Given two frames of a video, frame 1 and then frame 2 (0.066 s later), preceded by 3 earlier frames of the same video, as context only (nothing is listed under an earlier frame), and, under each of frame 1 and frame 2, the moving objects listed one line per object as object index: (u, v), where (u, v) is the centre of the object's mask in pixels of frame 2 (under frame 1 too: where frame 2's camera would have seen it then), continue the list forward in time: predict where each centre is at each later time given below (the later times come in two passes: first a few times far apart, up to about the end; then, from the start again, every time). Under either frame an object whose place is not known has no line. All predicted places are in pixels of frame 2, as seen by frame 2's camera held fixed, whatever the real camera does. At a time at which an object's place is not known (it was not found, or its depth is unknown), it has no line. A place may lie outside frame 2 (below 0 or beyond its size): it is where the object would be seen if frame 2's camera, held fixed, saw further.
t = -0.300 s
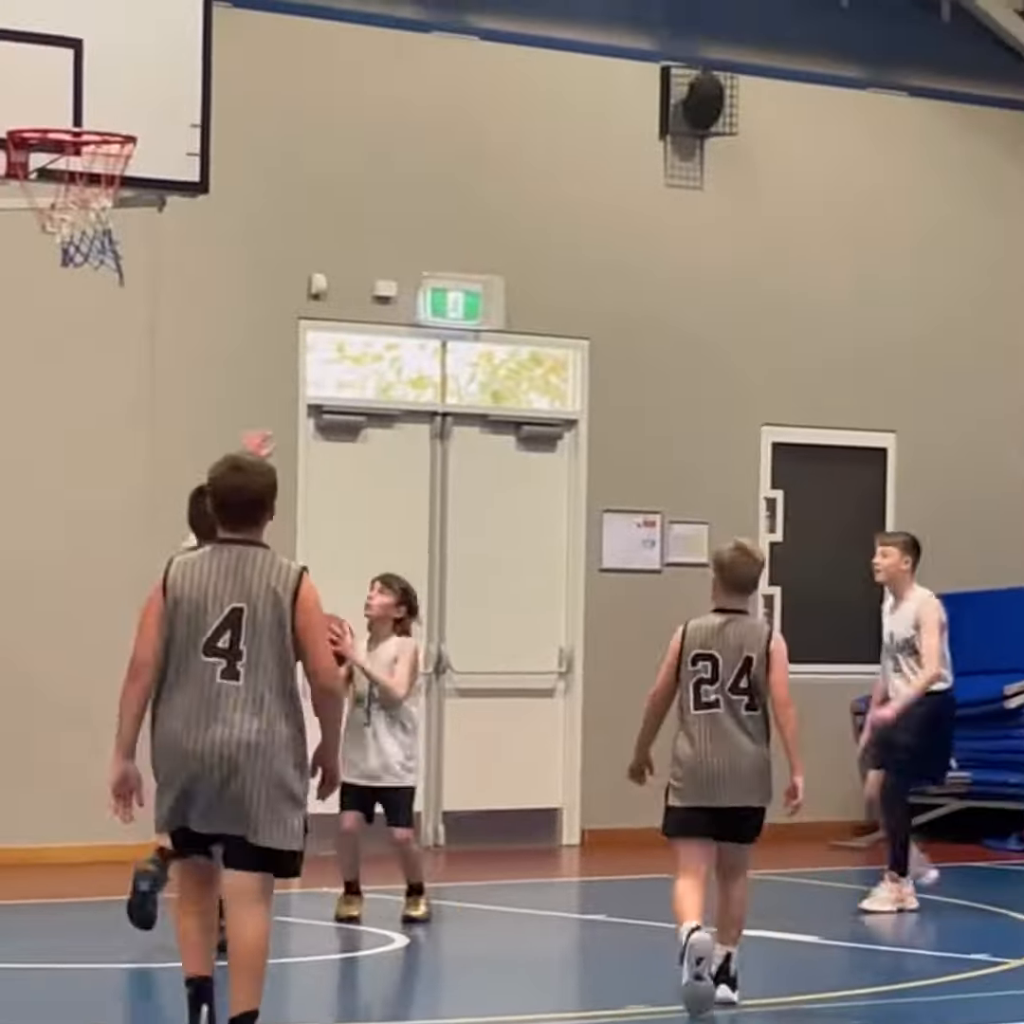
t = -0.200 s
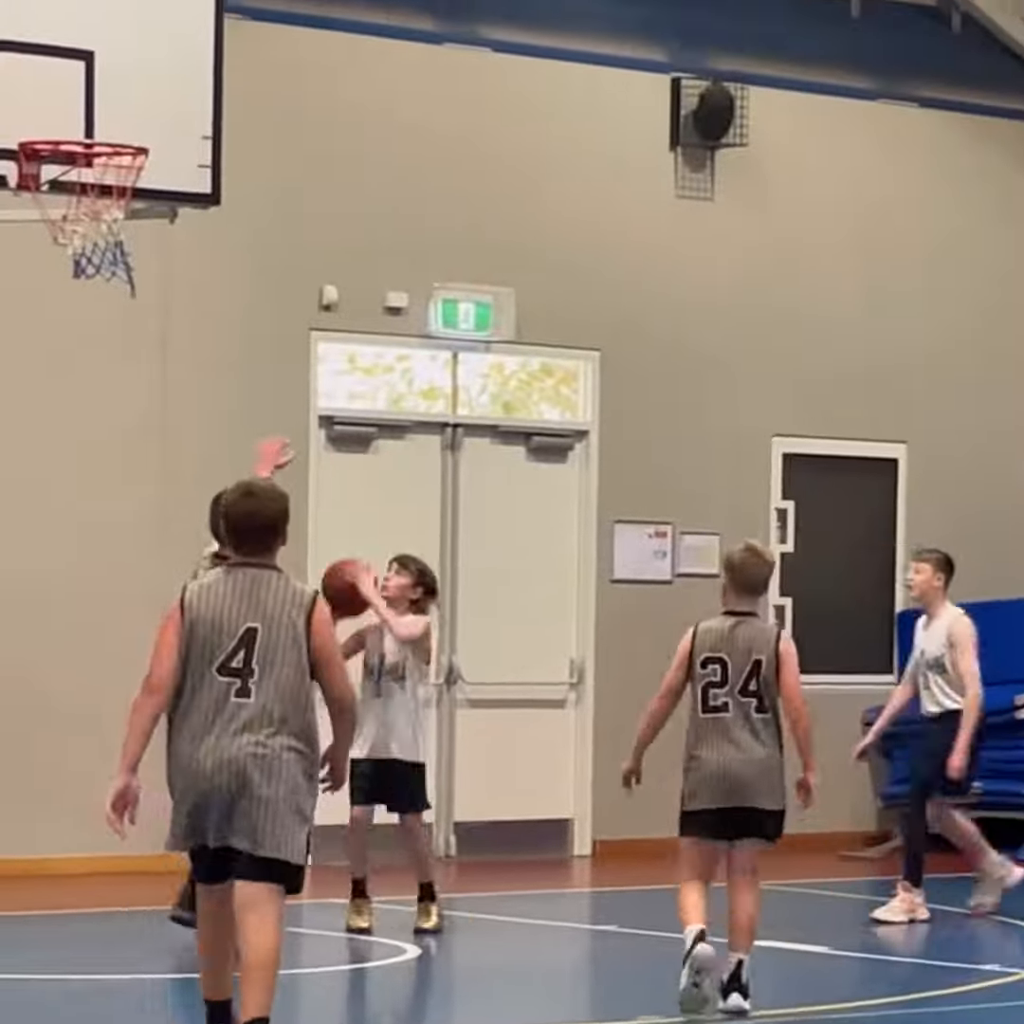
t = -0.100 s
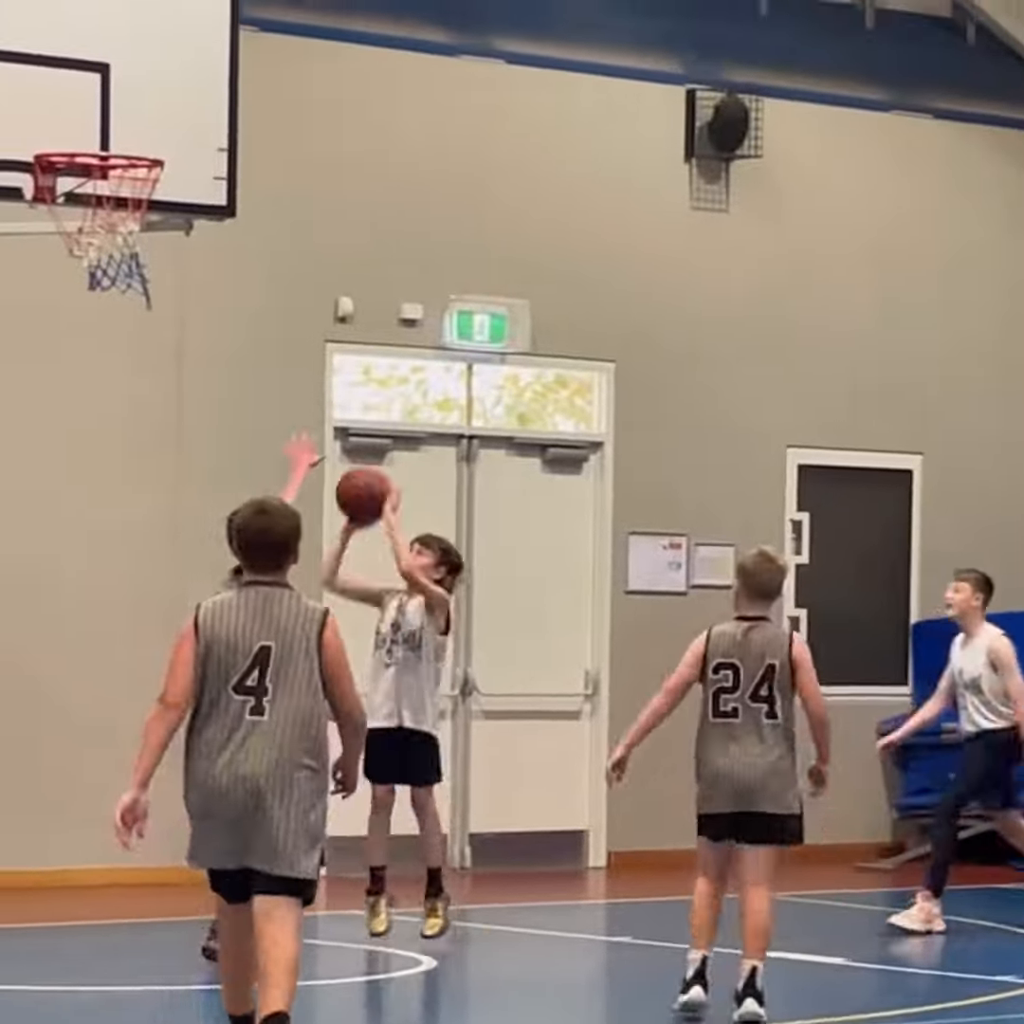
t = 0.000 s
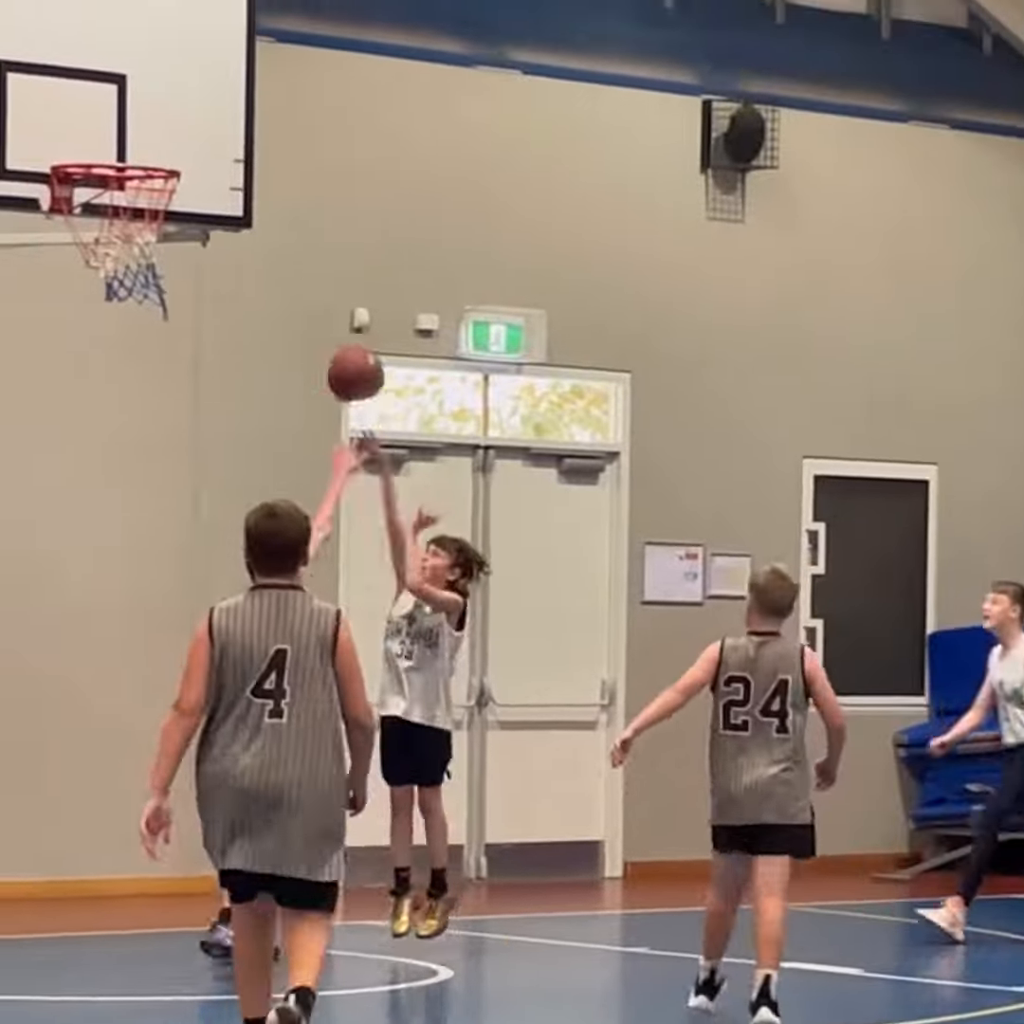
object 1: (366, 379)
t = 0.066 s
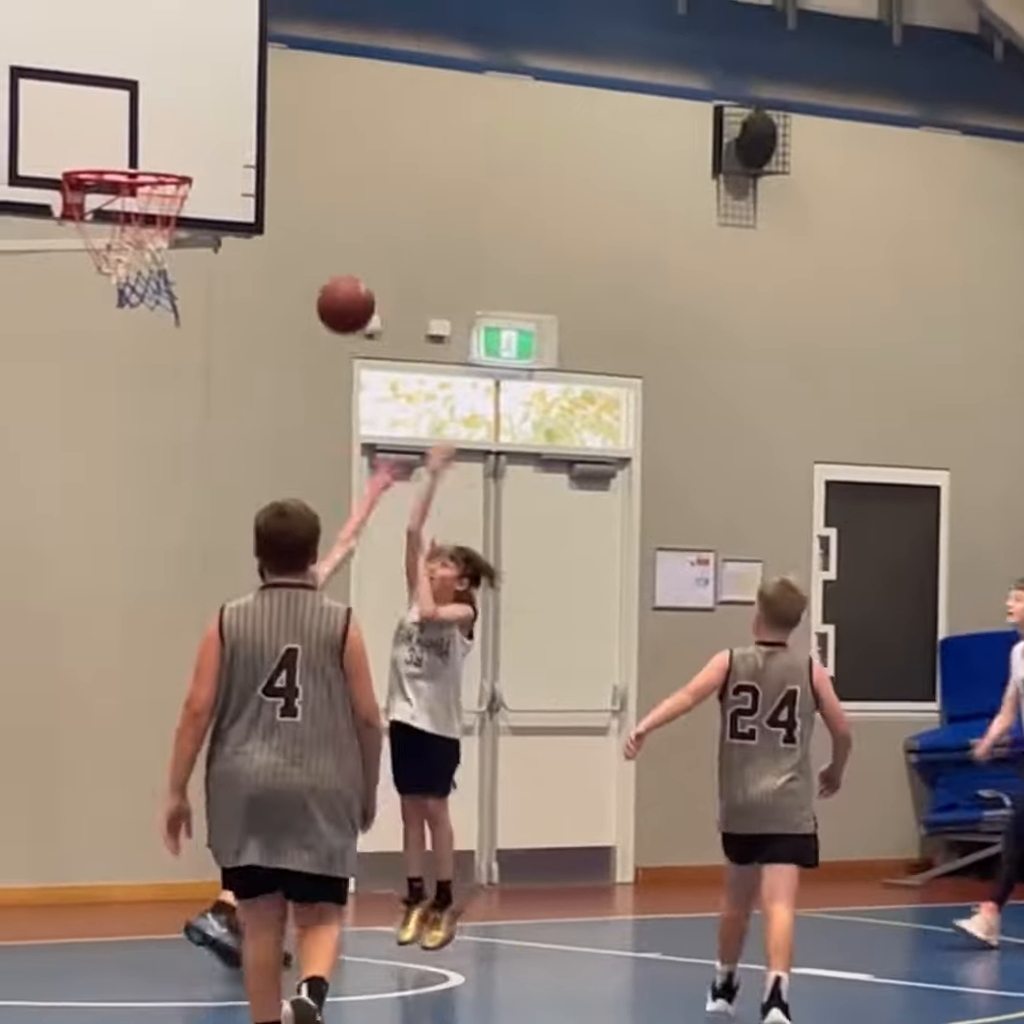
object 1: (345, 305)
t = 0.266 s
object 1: (278, 140)
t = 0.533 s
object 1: (181, 75)
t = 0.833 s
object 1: (128, 193)
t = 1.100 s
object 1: (189, 253)
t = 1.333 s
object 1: (164, 351)
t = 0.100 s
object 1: (335, 270)
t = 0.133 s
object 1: (323, 240)
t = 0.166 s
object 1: (312, 211)
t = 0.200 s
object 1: (301, 185)
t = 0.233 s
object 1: (289, 161)
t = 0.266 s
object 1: (278, 140)
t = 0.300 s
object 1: (267, 122)
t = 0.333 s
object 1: (255, 107)
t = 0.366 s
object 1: (243, 95)
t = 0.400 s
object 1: (231, 85)
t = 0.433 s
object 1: (219, 79)
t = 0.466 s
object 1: (206, 75)
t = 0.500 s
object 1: (194, 73)
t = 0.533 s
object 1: (181, 75)
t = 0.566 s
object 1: (169, 80)
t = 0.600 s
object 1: (157, 87)
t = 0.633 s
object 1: (144, 98)
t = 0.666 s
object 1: (131, 111)
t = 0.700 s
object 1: (119, 127)
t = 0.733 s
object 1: (106, 144)
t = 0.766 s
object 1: (94, 162)
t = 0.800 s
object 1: (110, 178)
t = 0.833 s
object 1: (128, 193)
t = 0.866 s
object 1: (147, 208)
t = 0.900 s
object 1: (164, 223)
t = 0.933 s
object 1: (175, 229)
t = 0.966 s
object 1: (183, 231)
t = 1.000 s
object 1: (185, 229)
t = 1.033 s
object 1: (186, 233)
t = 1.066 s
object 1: (186, 236)
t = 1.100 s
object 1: (189, 253)
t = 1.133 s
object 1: (190, 258)
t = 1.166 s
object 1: (184, 262)
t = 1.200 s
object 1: (179, 275)
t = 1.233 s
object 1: (176, 288)
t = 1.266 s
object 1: (173, 306)
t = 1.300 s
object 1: (168, 330)
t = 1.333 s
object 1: (164, 351)
